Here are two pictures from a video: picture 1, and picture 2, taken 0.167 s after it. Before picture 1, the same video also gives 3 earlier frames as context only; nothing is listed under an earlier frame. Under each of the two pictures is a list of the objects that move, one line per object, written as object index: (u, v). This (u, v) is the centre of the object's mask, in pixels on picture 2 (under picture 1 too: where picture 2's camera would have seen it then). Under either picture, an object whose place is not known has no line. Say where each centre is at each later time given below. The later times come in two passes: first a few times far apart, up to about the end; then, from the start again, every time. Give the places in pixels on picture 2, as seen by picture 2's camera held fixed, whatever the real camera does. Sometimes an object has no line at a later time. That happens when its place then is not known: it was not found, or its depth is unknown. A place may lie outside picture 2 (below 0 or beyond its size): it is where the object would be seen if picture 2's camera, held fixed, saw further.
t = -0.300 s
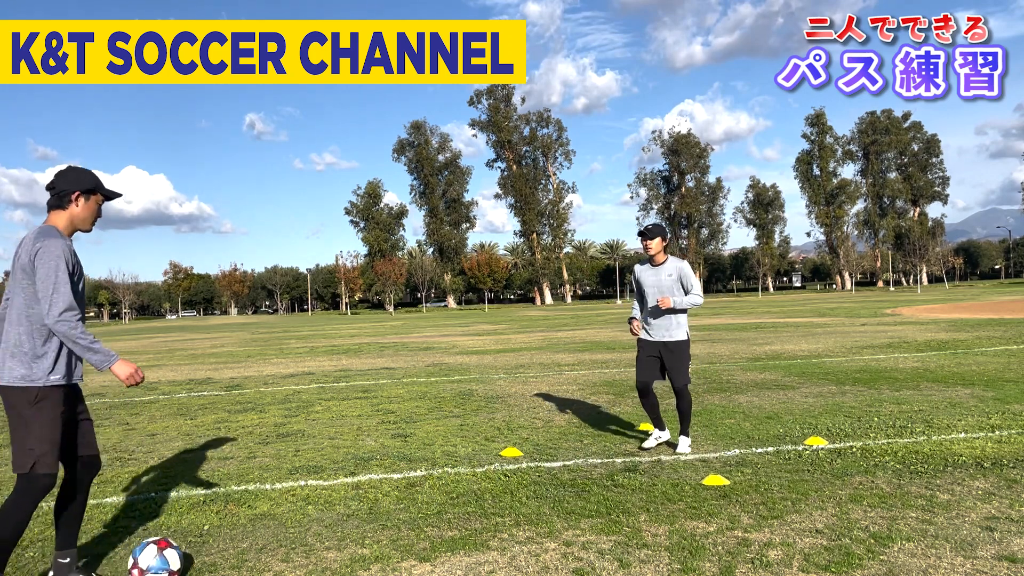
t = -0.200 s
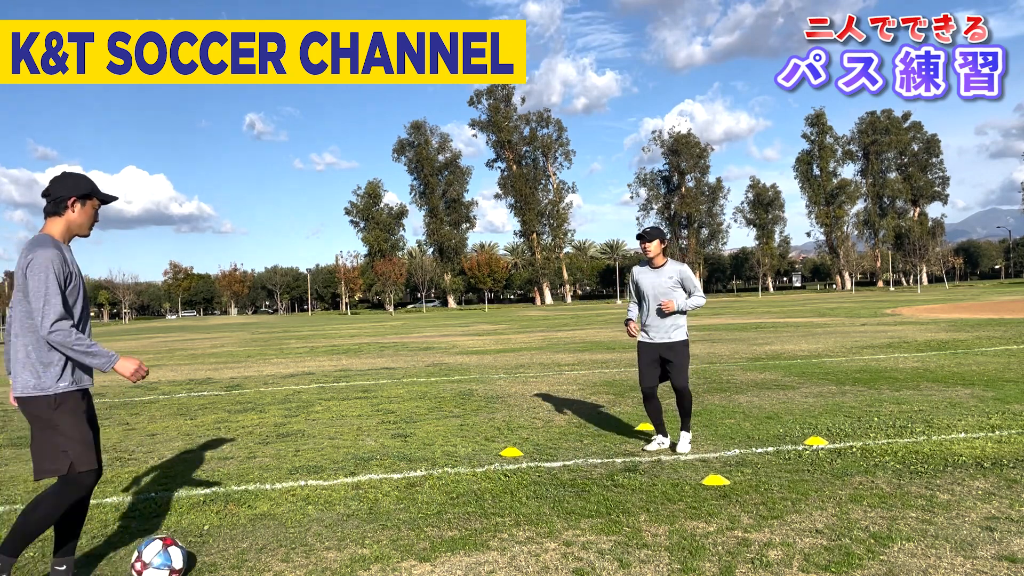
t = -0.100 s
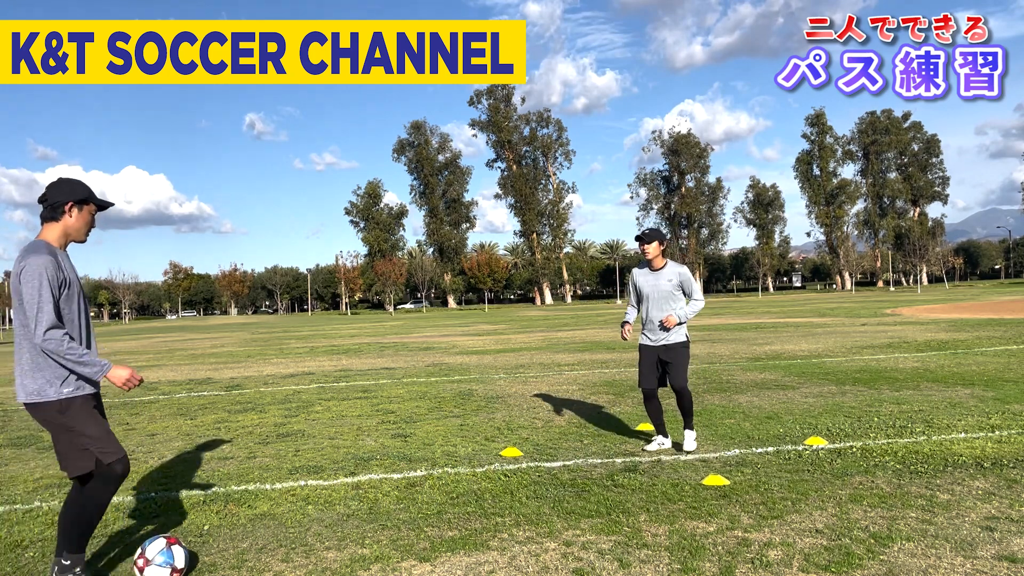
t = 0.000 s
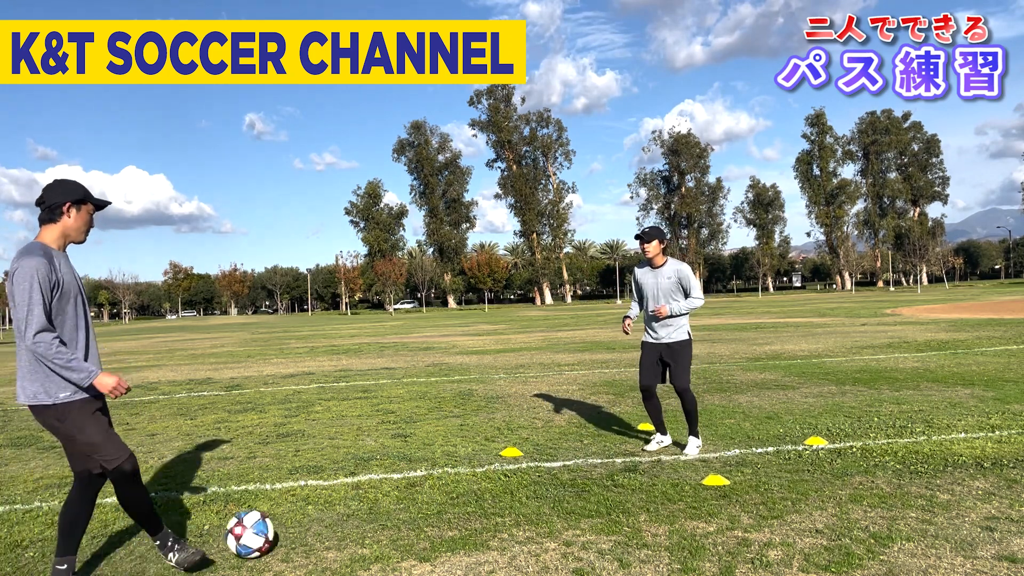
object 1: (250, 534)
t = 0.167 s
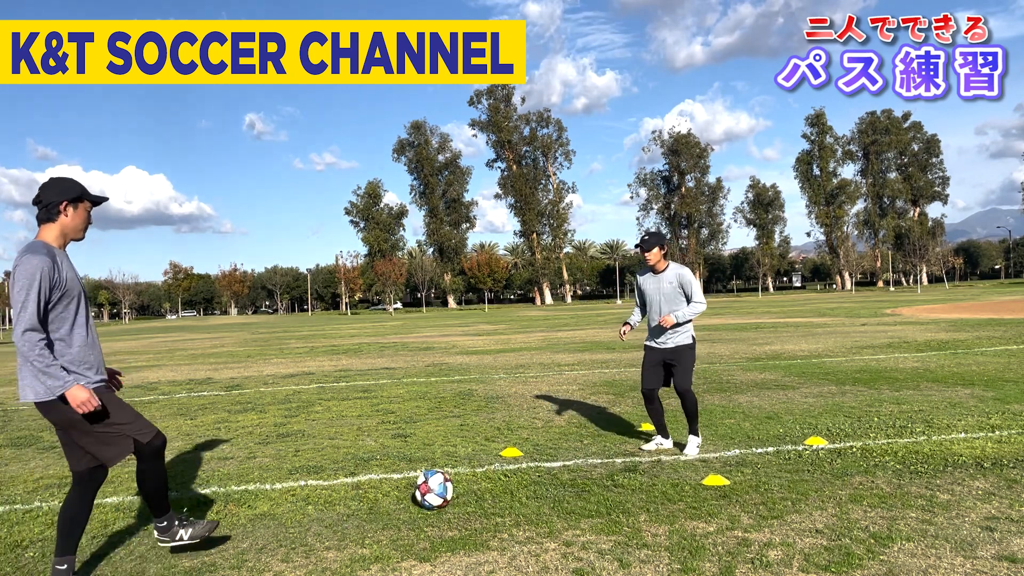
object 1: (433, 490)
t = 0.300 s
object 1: (524, 467)
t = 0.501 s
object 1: (609, 446)
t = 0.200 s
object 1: (460, 484)
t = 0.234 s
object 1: (486, 479)
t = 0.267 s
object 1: (507, 474)
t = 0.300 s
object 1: (524, 467)
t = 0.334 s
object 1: (540, 462)
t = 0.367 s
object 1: (555, 458)
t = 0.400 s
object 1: (571, 456)
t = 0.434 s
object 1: (585, 455)
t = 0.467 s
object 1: (598, 451)
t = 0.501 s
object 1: (609, 446)
